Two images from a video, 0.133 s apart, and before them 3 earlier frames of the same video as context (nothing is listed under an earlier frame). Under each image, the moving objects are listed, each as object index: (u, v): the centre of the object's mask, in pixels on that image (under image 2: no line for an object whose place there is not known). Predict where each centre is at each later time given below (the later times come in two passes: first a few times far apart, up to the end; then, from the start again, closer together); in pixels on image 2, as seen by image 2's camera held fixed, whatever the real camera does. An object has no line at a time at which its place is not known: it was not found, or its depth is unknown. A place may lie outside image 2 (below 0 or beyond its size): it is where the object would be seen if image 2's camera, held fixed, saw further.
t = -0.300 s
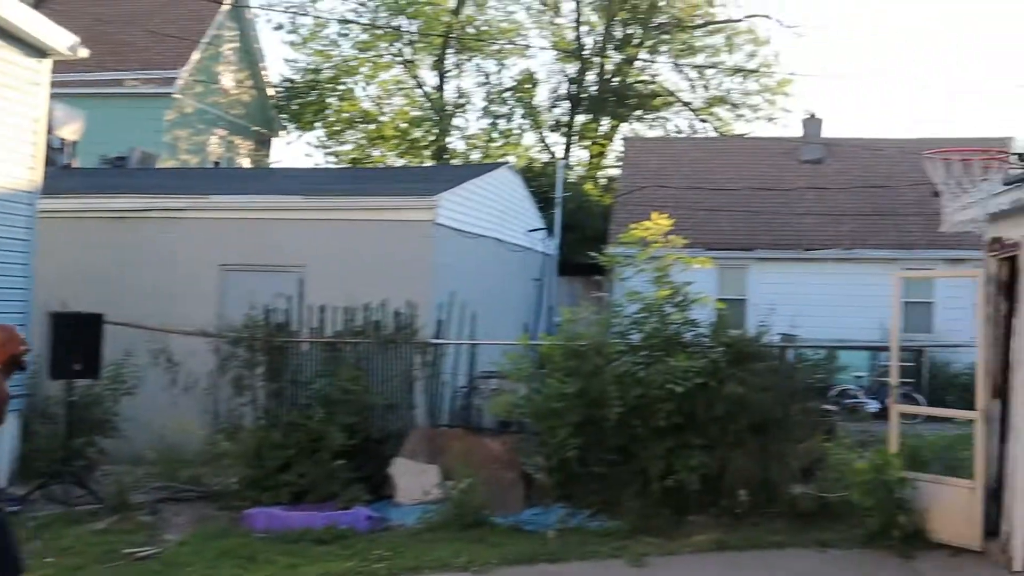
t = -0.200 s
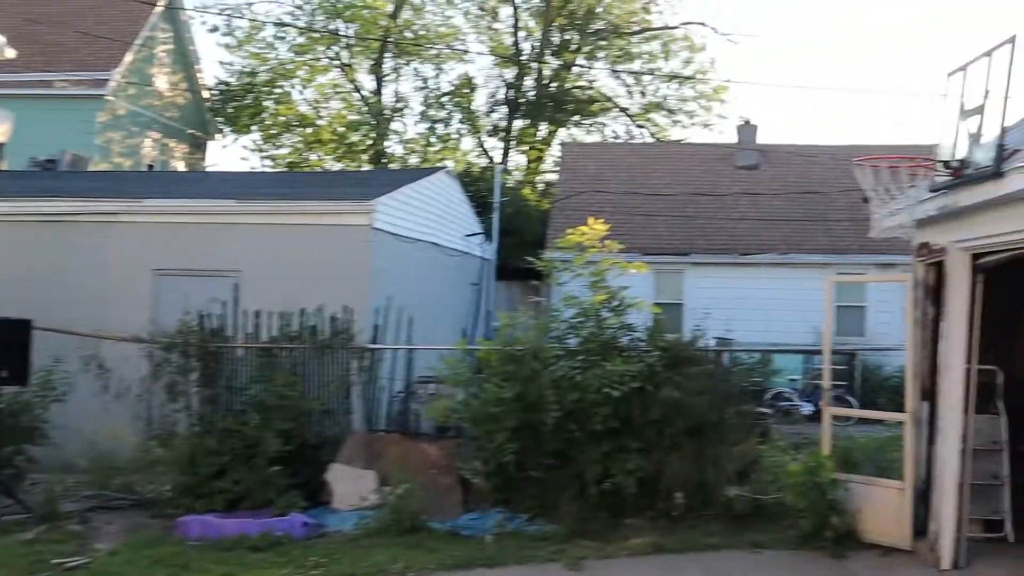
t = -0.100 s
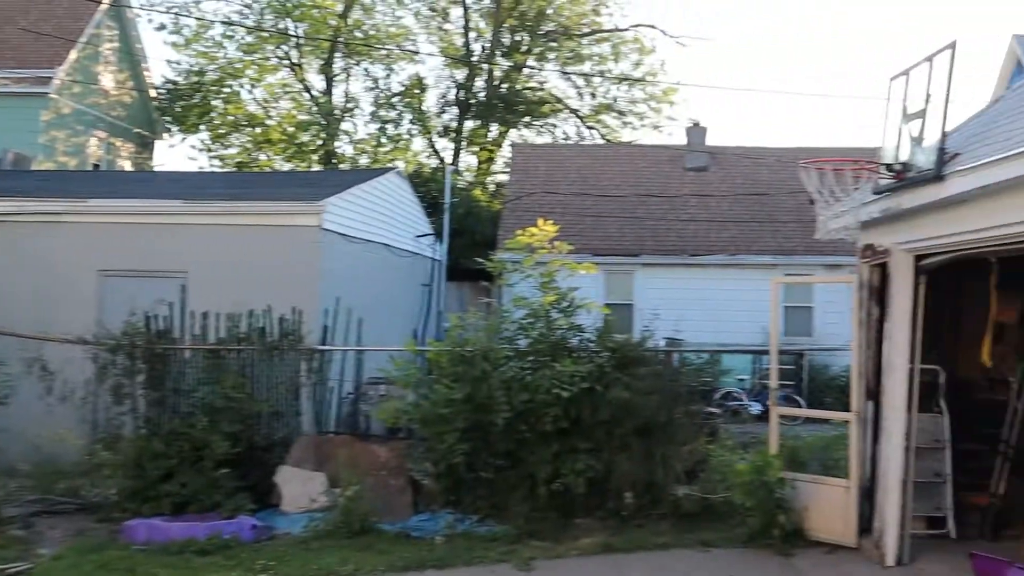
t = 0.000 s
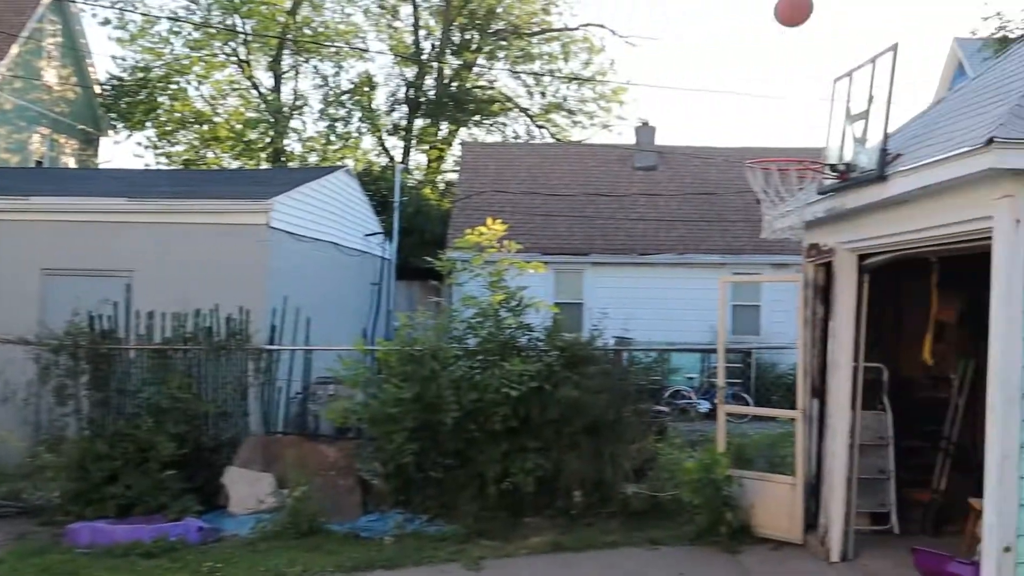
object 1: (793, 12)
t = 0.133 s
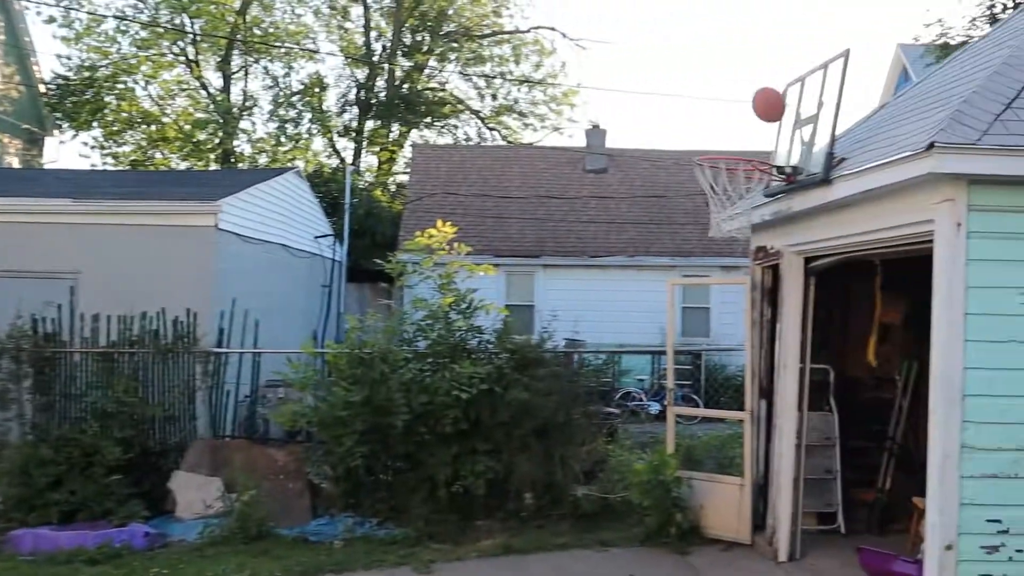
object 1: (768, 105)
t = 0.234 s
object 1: (717, 163)
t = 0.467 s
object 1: (702, 212)
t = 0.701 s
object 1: (744, 288)
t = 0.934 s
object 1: (789, 451)
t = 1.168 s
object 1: (830, 511)
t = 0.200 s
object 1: (734, 138)
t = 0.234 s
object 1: (717, 163)
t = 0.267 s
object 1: (703, 178)
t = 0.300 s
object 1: (693, 189)
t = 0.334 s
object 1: (692, 195)
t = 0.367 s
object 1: (694, 198)
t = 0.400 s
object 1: (697, 201)
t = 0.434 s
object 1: (700, 206)
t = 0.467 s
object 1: (702, 212)
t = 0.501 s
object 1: (706, 220)
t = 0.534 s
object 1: (712, 229)
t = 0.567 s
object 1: (719, 242)
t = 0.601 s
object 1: (725, 247)
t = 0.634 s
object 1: (731, 259)
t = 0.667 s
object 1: (737, 273)
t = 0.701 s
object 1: (744, 288)
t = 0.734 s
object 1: (751, 306)
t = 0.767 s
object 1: (757, 326)
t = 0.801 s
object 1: (764, 347)
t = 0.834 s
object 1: (771, 370)
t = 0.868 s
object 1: (777, 395)
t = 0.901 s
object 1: (782, 421)
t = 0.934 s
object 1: (789, 451)
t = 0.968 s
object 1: (796, 481)
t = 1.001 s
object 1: (803, 514)
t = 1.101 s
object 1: (823, 552)
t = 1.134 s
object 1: (825, 537)
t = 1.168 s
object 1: (830, 511)
